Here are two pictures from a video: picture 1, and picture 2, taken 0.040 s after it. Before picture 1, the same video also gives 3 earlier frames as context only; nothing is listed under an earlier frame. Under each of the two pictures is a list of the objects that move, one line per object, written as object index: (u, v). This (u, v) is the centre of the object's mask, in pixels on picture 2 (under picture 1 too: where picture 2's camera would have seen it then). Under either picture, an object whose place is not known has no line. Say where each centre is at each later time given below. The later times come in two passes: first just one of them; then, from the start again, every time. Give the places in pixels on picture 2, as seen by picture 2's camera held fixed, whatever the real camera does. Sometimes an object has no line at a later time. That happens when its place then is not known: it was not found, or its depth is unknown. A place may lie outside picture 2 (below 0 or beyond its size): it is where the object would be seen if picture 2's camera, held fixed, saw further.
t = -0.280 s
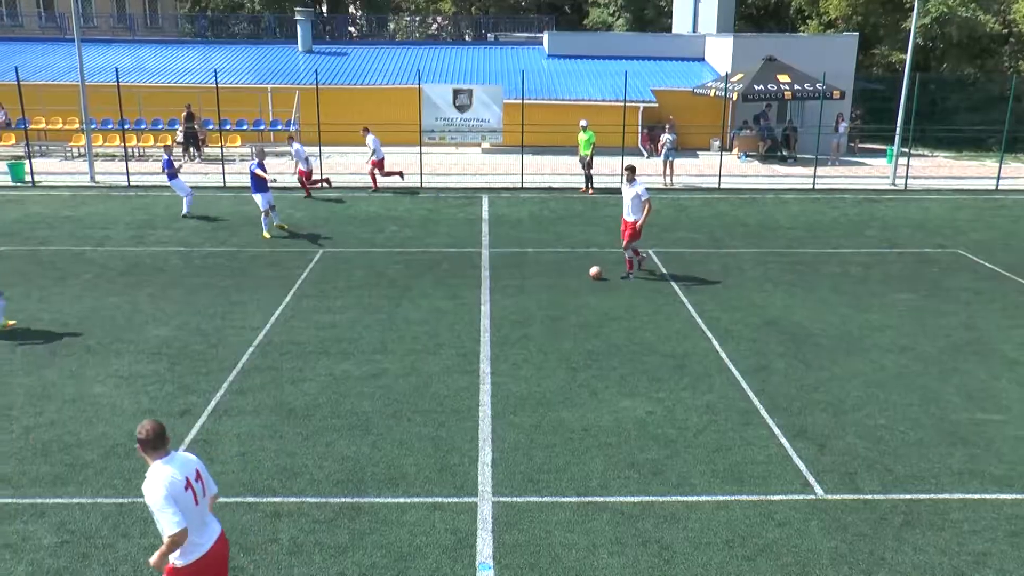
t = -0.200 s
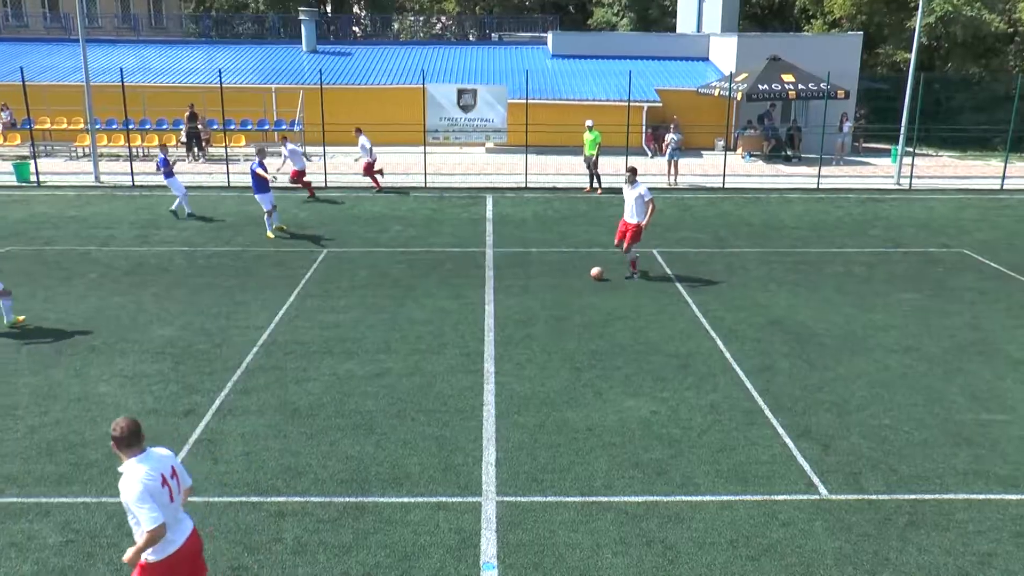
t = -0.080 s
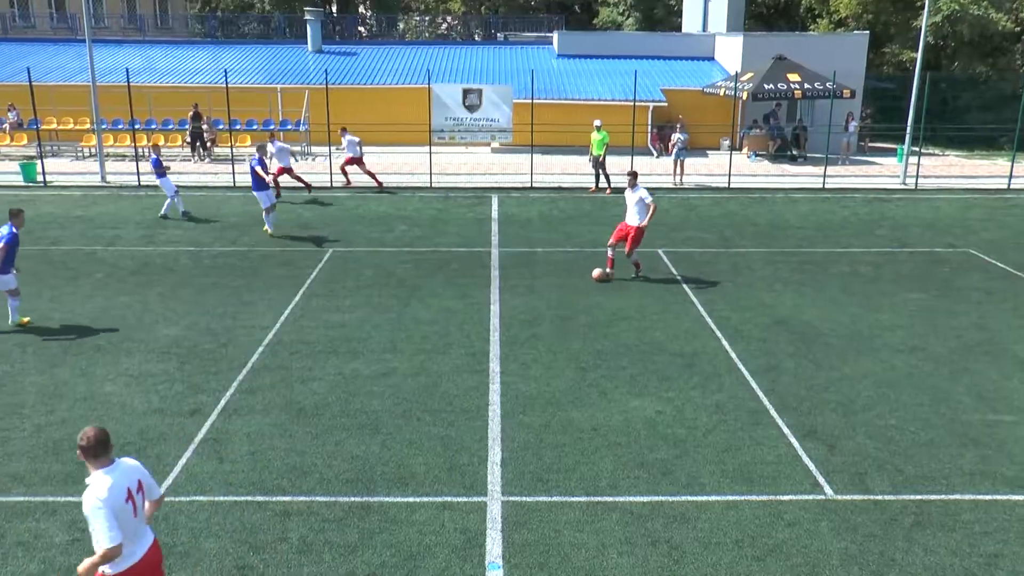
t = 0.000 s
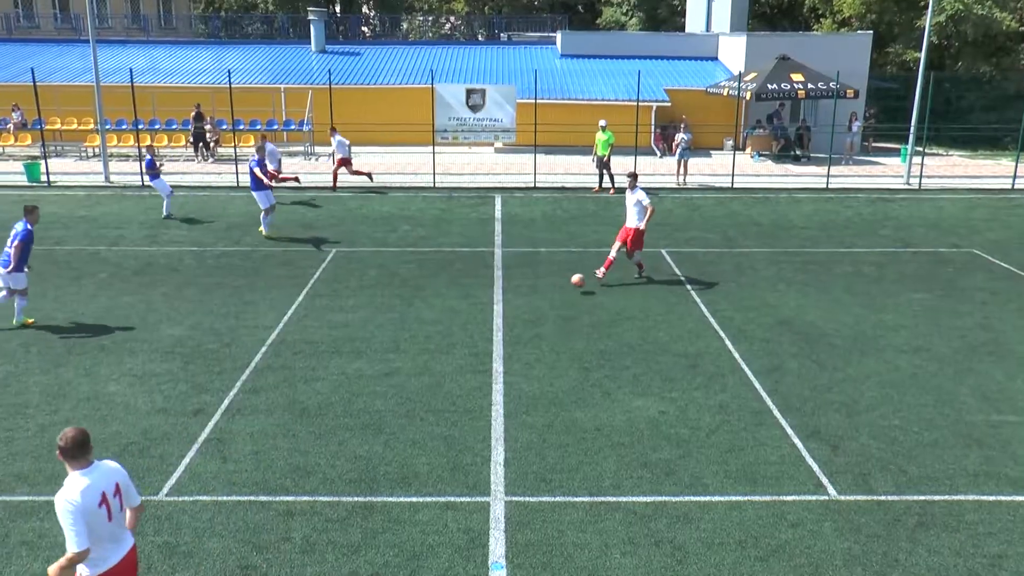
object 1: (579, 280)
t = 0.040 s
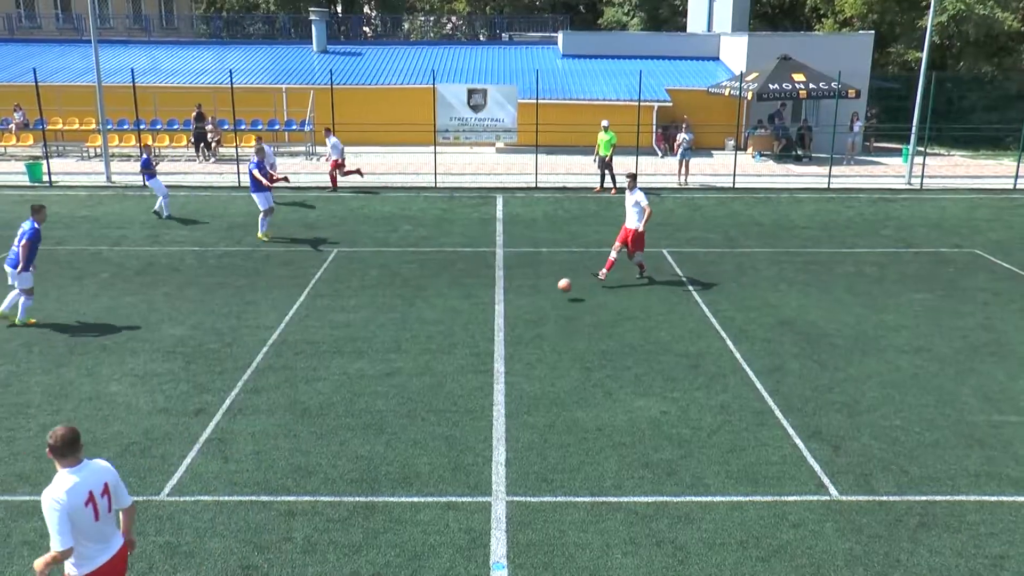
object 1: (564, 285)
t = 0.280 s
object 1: (467, 337)
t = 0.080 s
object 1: (549, 291)
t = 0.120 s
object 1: (534, 299)
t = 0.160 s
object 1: (517, 307)
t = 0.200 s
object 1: (499, 318)
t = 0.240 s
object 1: (483, 330)
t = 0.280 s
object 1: (467, 337)
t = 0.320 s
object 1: (450, 341)
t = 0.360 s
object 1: (434, 347)
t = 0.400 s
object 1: (417, 354)
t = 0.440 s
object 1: (400, 364)
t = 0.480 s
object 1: (382, 375)
